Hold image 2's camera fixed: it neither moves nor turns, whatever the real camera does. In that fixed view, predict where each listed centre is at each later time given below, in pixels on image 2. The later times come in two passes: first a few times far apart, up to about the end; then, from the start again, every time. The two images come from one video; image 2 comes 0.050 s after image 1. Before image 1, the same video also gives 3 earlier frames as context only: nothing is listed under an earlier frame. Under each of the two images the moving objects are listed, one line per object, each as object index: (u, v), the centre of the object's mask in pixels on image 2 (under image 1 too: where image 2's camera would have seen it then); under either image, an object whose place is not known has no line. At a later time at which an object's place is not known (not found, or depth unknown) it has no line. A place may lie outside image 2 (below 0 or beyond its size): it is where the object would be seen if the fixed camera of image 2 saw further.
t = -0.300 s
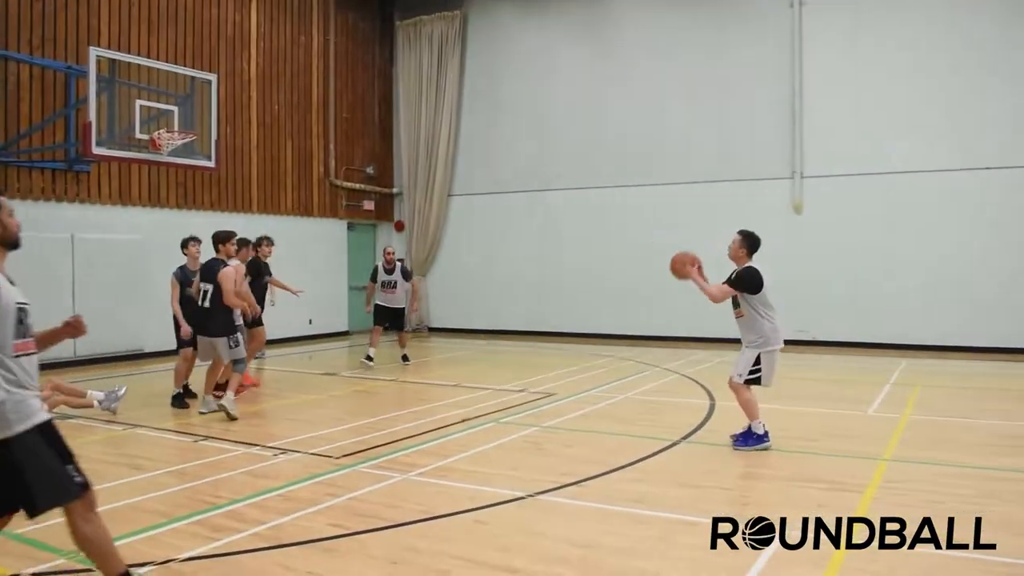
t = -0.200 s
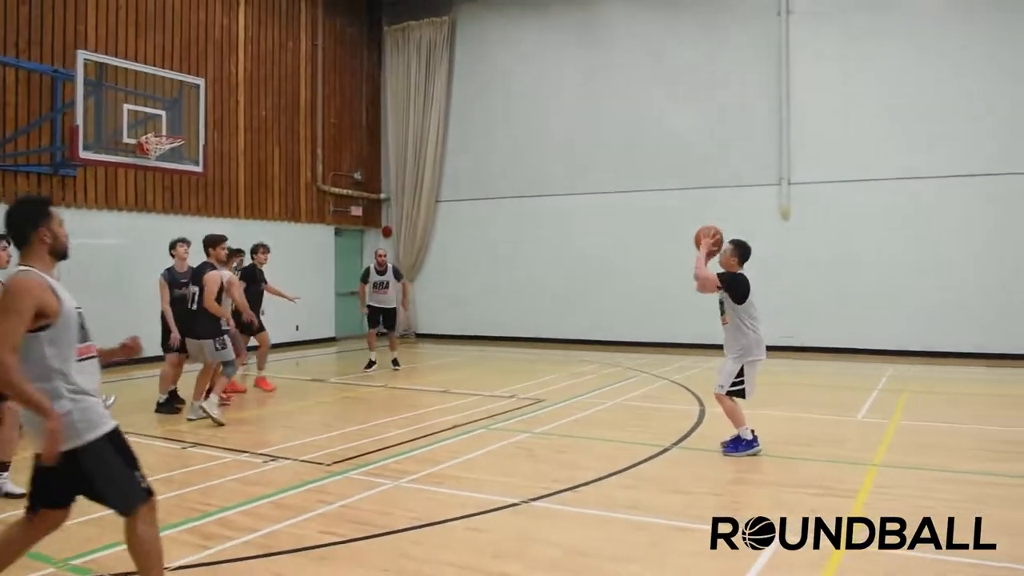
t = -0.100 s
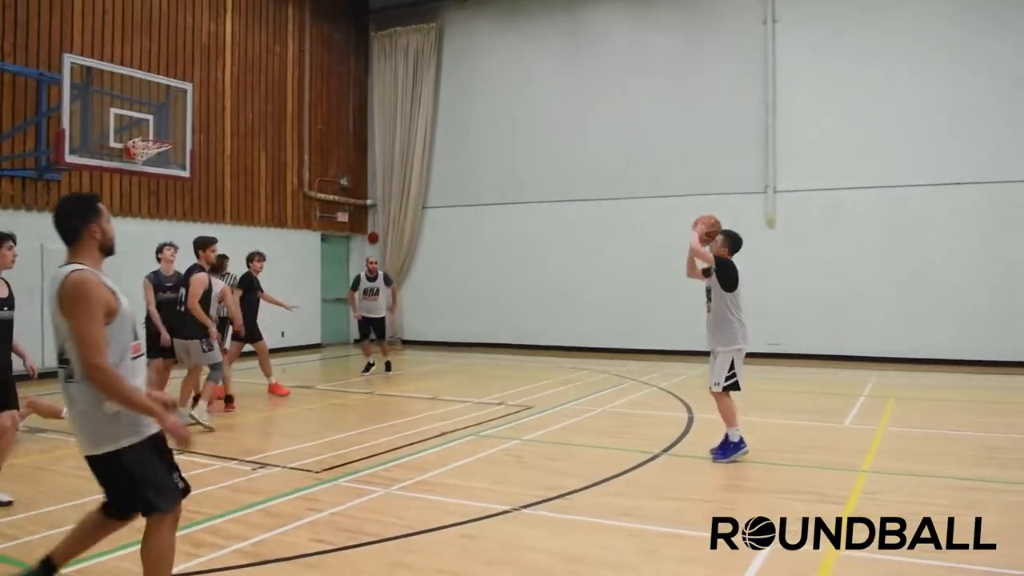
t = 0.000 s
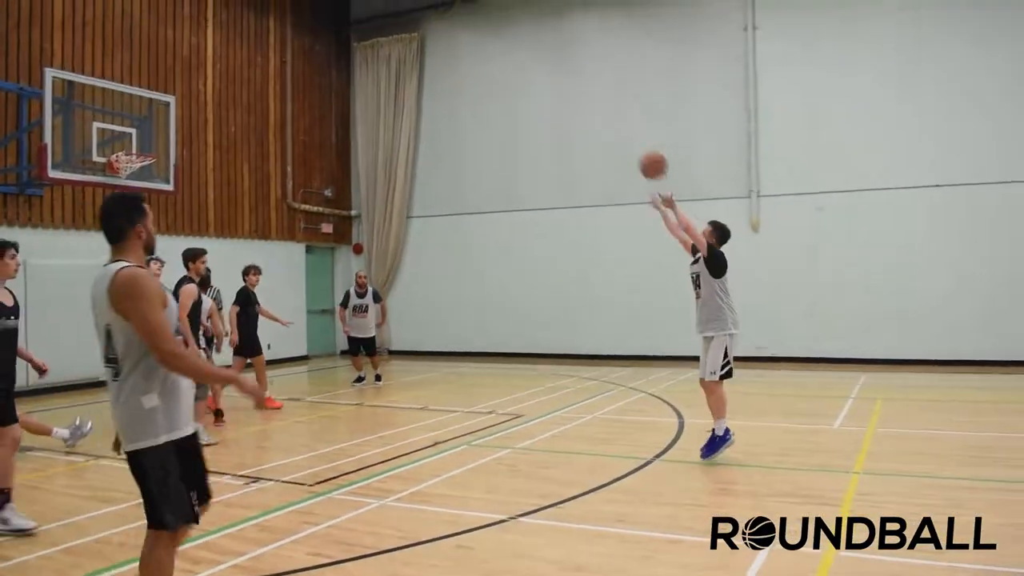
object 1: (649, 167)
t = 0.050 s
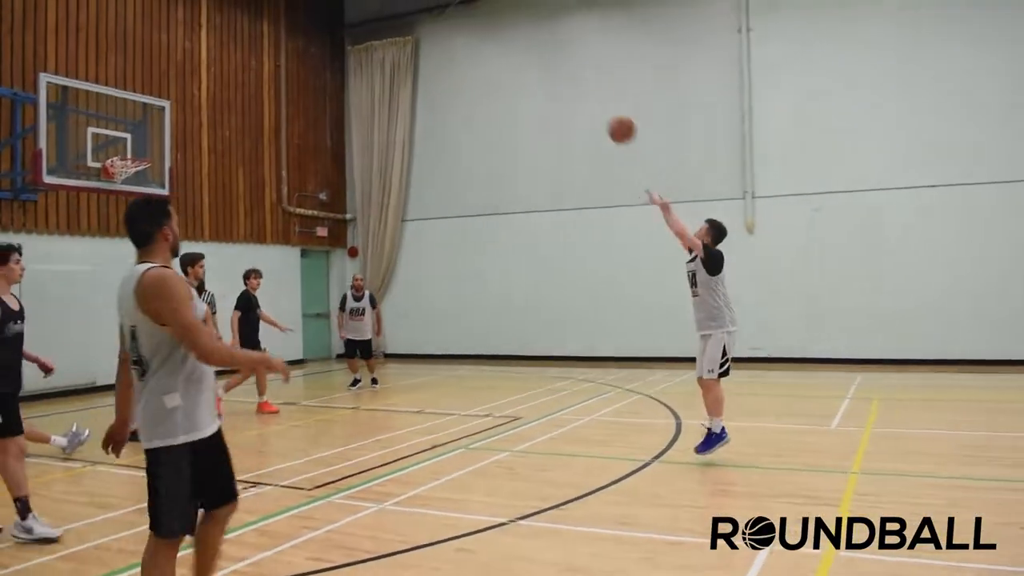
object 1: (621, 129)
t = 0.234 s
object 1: (529, 25)
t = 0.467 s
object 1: (423, -43)
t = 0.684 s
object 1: (343, -52)
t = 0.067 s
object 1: (613, 118)
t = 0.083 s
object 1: (604, 107)
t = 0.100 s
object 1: (596, 96)
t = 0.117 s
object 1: (587, 85)
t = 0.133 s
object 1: (577, 75)
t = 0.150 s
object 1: (569, 66)
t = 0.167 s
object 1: (561, 57)
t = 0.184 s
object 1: (553, 49)
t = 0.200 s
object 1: (544, 41)
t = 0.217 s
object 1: (536, 33)
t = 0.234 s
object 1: (529, 25)
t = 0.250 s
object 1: (521, 18)
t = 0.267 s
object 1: (513, 11)
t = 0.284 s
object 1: (506, 4)
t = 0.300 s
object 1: (497, -1)
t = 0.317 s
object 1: (490, -7)
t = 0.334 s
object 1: (483, -12)
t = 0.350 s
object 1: (475, -17)
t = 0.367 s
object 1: (467, -22)
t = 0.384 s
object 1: (460, -25)
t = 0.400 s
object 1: (452, -30)
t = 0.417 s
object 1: (444, -34)
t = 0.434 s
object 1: (437, -37)
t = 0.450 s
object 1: (430, -40)
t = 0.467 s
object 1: (423, -43)
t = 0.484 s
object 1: (416, -46)
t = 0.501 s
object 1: (409, -48)
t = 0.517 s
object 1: (403, -51)
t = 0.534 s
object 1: (396, -52)
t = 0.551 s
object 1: (390, -54)
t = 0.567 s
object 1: (384, -55)
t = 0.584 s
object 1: (377, -54)
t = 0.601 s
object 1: (371, -55)
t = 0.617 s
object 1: (365, -54)
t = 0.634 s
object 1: (361, -54)
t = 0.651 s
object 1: (355, -54)
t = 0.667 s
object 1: (348, -53)
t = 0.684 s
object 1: (343, -52)
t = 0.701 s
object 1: (337, -52)
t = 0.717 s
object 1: (332, -50)
